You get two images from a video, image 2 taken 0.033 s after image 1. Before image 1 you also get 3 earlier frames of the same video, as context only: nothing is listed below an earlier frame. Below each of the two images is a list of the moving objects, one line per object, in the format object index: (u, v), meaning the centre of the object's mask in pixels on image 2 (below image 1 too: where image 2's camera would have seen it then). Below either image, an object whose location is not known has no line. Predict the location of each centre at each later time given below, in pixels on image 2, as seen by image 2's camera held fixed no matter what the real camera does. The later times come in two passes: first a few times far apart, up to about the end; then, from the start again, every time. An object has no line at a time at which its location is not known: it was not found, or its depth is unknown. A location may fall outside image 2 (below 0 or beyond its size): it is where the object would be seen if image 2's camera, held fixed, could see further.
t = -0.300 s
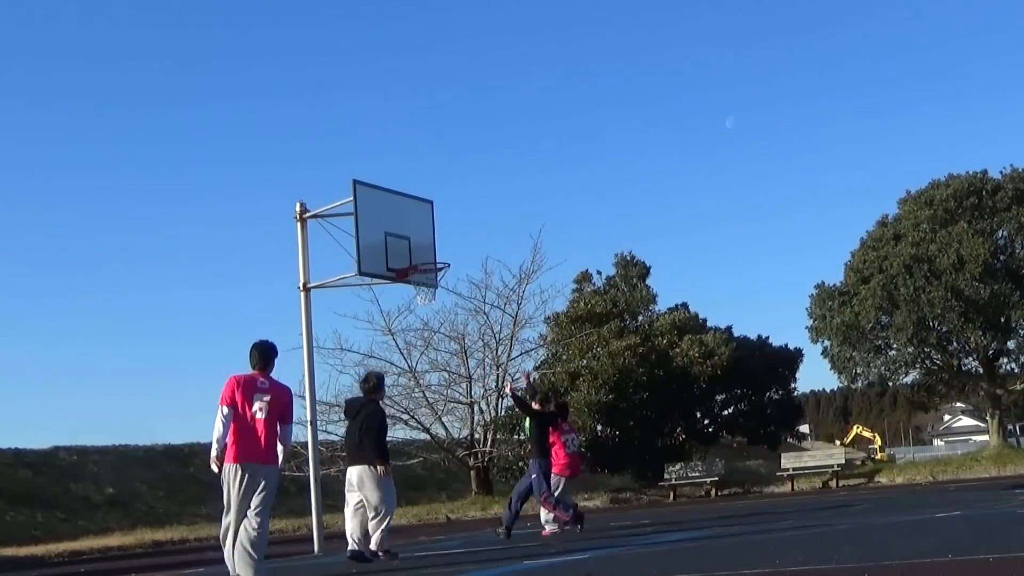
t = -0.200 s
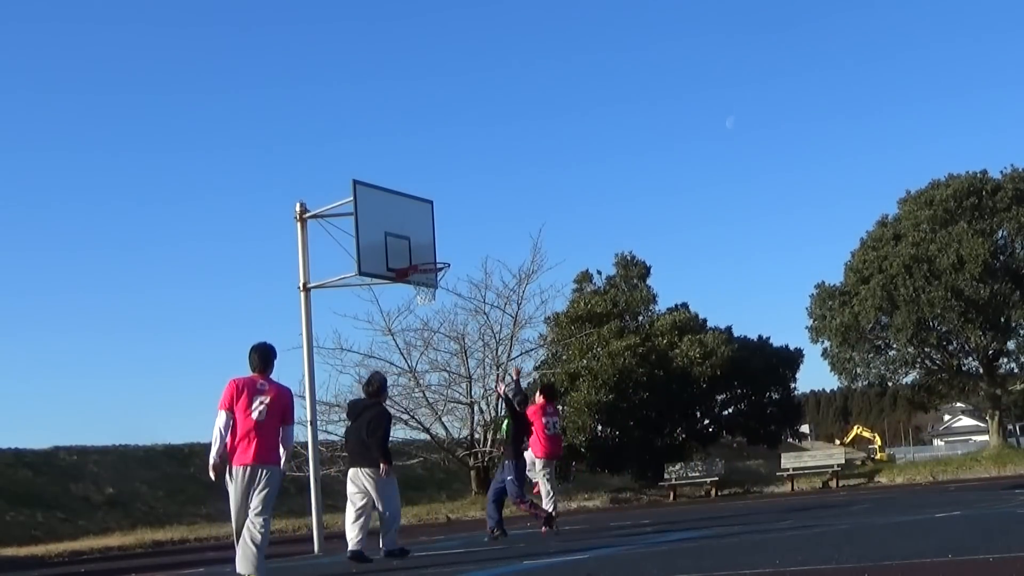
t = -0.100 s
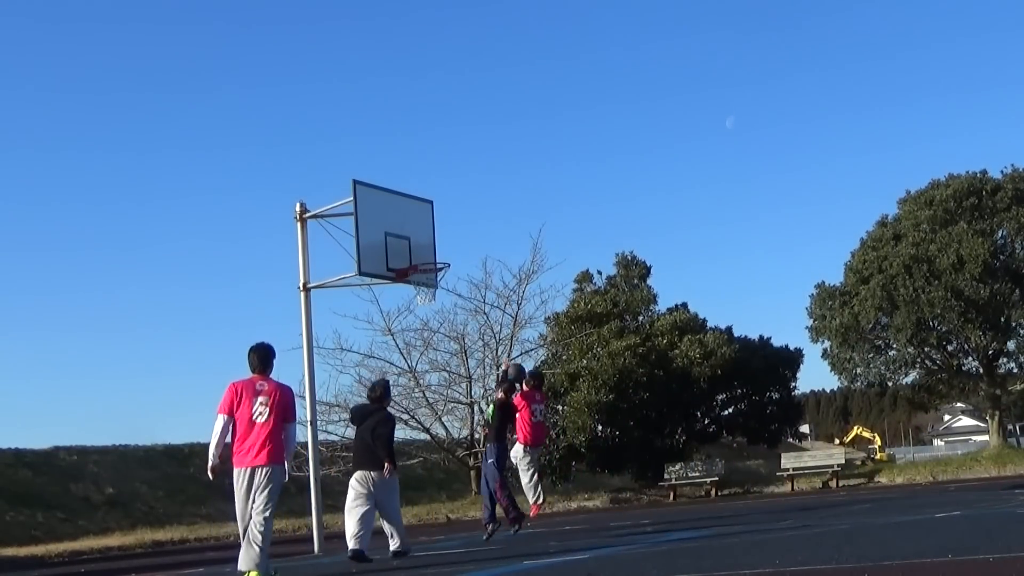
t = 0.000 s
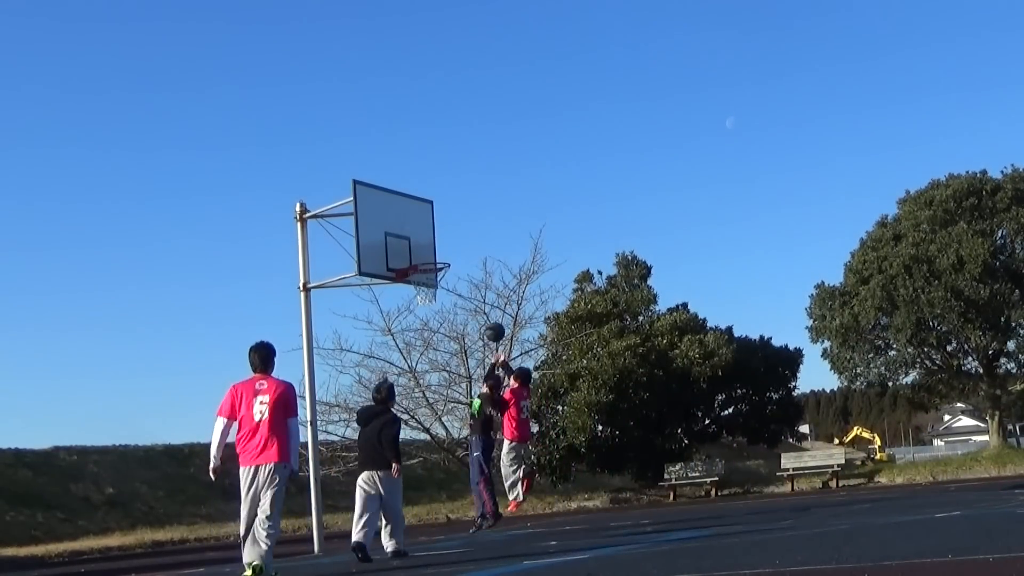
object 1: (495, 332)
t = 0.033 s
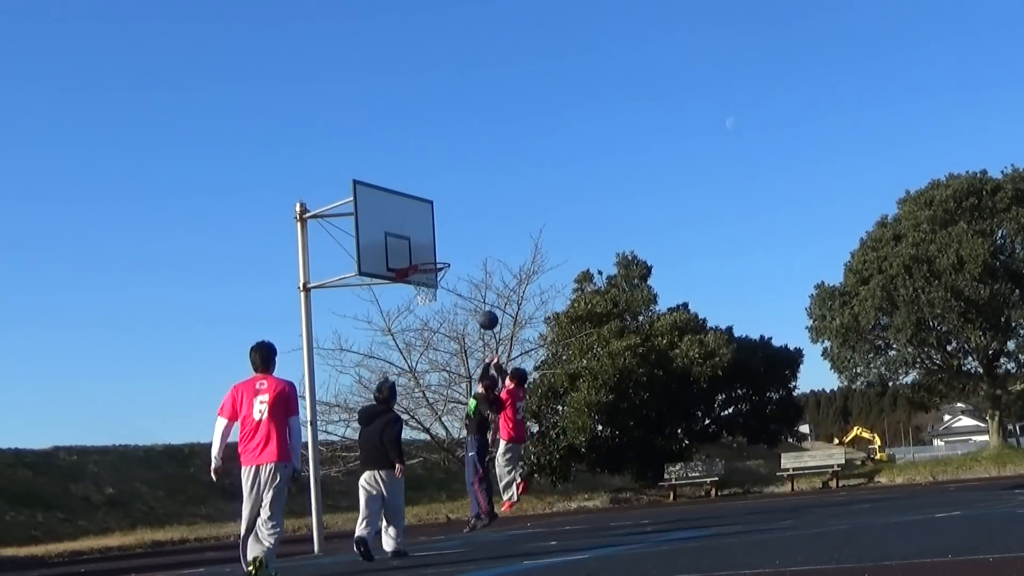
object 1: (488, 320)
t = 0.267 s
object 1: (444, 263)
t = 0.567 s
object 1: (425, 255)
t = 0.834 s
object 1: (440, 284)
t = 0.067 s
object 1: (482, 309)
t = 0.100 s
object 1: (475, 299)
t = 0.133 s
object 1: (468, 290)
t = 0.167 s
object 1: (462, 282)
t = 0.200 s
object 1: (456, 275)
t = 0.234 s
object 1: (449, 269)
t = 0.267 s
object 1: (444, 263)
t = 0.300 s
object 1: (437, 259)
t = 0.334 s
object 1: (431, 256)
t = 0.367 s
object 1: (425, 254)
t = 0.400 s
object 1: (418, 252)
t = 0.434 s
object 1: (417, 251)
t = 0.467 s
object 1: (419, 251)
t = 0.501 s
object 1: (421, 251)
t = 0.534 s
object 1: (423, 253)
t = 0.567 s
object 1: (425, 255)
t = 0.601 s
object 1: (427, 257)
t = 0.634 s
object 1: (430, 260)
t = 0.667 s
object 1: (432, 269)
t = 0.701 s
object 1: (434, 275)
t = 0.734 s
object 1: (437, 278)
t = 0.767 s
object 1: (438, 279)
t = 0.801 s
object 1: (440, 281)
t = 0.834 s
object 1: (440, 284)
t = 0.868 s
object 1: (440, 287)
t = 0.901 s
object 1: (439, 290)
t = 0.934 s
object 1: (438, 295)
